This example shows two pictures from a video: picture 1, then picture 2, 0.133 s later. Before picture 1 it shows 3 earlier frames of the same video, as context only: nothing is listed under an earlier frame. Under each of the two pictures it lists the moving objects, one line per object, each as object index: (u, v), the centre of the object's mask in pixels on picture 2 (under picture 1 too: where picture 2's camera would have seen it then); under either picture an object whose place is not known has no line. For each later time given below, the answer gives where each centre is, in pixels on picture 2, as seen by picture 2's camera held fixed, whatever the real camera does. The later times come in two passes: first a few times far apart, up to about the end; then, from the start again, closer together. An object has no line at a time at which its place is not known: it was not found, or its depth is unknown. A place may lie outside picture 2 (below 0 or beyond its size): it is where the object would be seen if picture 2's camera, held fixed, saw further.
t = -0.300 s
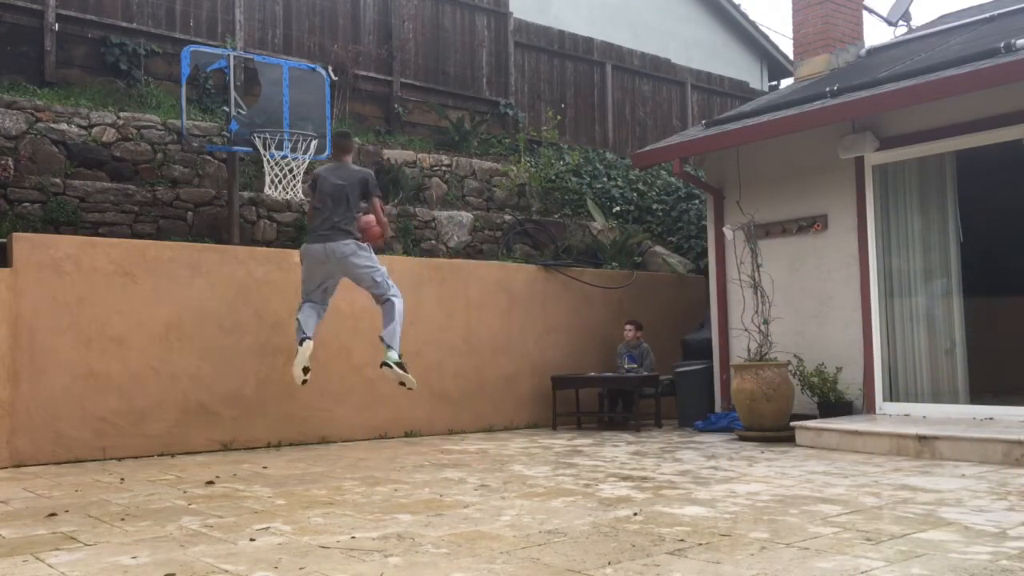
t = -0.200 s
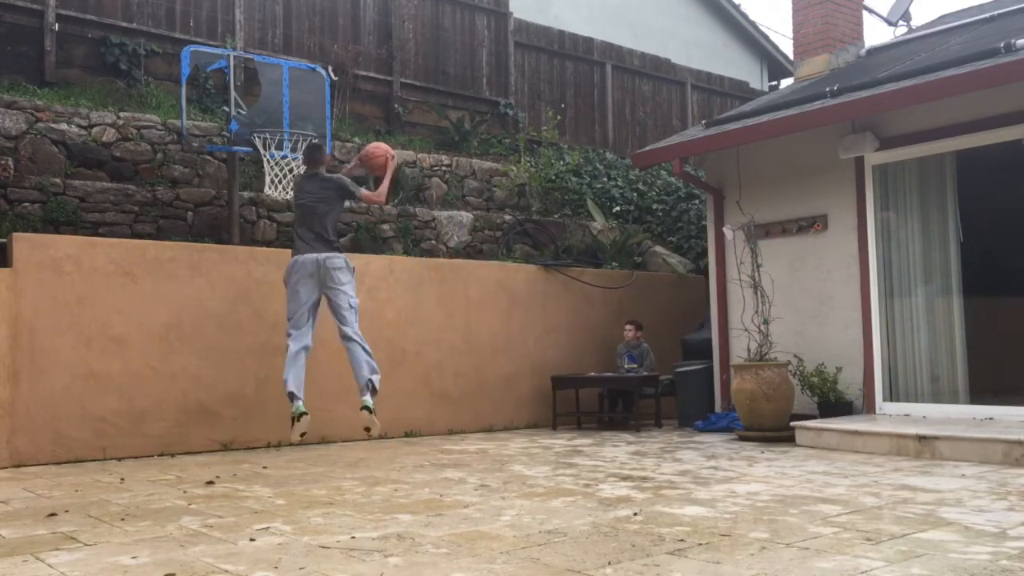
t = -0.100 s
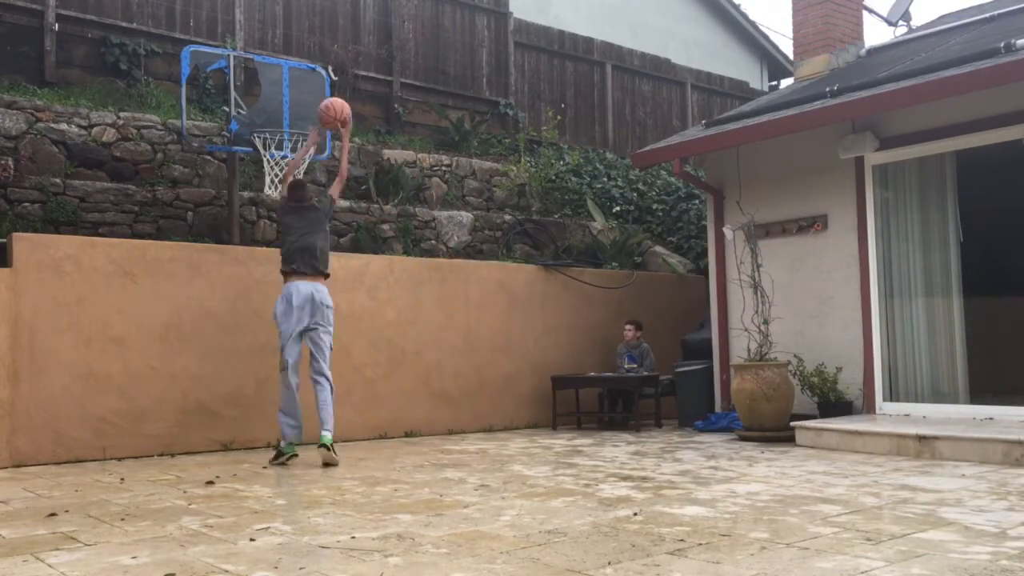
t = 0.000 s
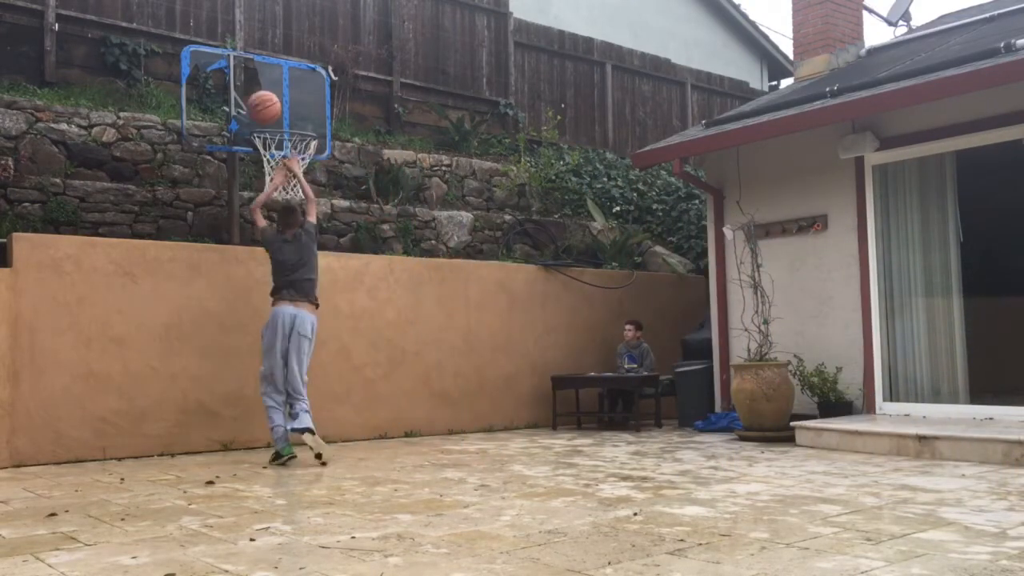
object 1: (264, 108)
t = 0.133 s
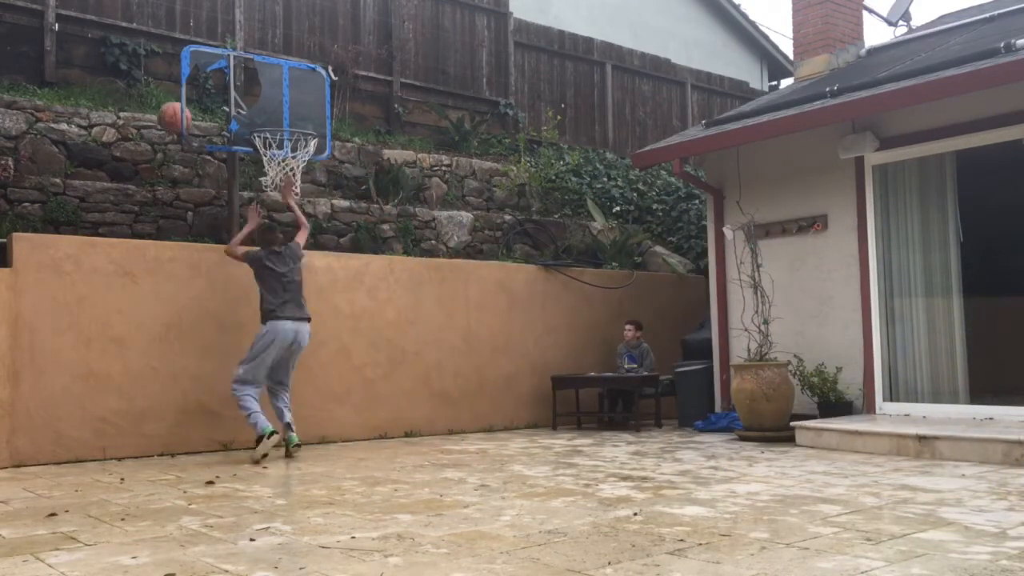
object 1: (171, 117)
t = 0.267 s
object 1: (91, 150)
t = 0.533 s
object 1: (18, 144)
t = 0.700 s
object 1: (2, 159)
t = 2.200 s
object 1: (2, 222)
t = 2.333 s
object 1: (6, 212)
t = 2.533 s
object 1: (9, 211)
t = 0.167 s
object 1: (154, 125)
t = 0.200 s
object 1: (131, 131)
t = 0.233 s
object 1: (110, 139)
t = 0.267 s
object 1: (91, 150)
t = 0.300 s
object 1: (71, 160)
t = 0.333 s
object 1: (58, 162)
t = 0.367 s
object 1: (52, 155)
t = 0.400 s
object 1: (44, 150)
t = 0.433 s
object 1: (38, 147)
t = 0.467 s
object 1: (32, 144)
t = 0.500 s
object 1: (26, 144)
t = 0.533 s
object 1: (18, 144)
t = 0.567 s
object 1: (14, 146)
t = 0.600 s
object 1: (10, 148)
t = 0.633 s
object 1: (7, 151)
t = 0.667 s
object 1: (5, 158)
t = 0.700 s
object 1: (2, 159)
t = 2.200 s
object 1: (2, 222)
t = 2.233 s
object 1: (4, 219)
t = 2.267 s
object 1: (4, 215)
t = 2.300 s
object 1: (5, 212)
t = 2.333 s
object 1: (6, 212)
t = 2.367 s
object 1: (8, 213)
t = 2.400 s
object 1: (9, 215)
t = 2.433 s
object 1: (10, 218)
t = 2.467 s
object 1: (10, 215)
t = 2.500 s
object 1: (10, 212)
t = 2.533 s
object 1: (9, 211)
